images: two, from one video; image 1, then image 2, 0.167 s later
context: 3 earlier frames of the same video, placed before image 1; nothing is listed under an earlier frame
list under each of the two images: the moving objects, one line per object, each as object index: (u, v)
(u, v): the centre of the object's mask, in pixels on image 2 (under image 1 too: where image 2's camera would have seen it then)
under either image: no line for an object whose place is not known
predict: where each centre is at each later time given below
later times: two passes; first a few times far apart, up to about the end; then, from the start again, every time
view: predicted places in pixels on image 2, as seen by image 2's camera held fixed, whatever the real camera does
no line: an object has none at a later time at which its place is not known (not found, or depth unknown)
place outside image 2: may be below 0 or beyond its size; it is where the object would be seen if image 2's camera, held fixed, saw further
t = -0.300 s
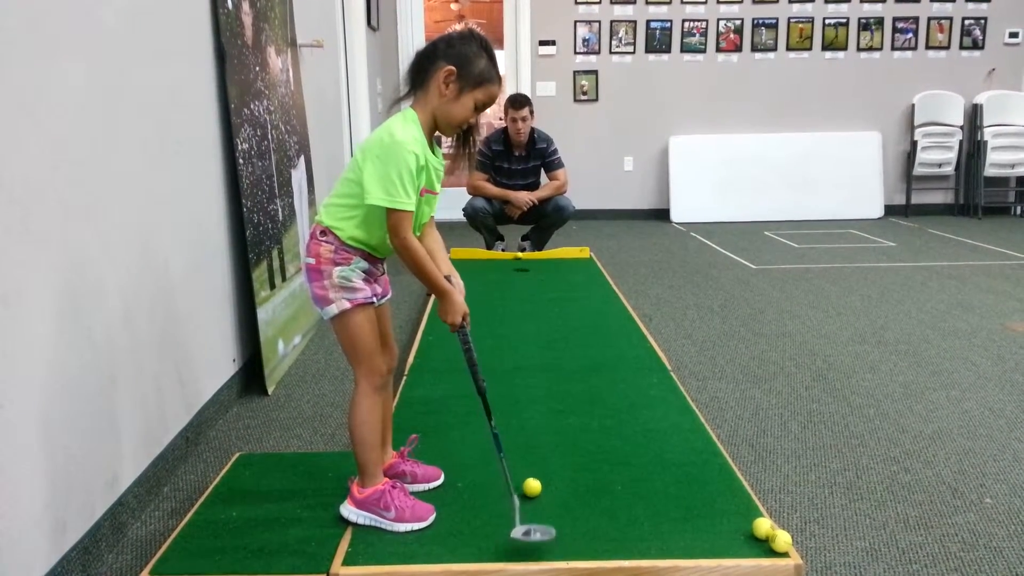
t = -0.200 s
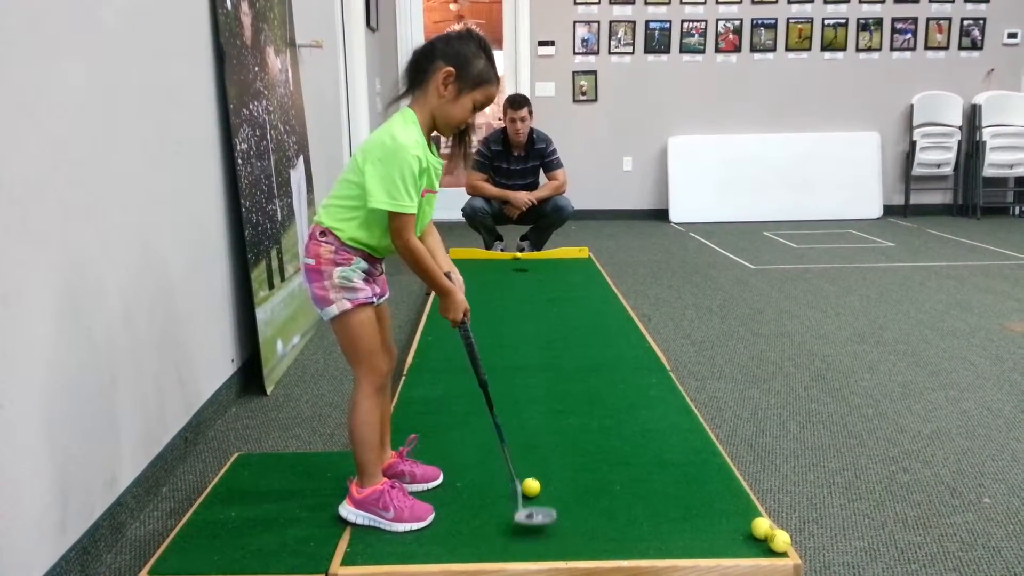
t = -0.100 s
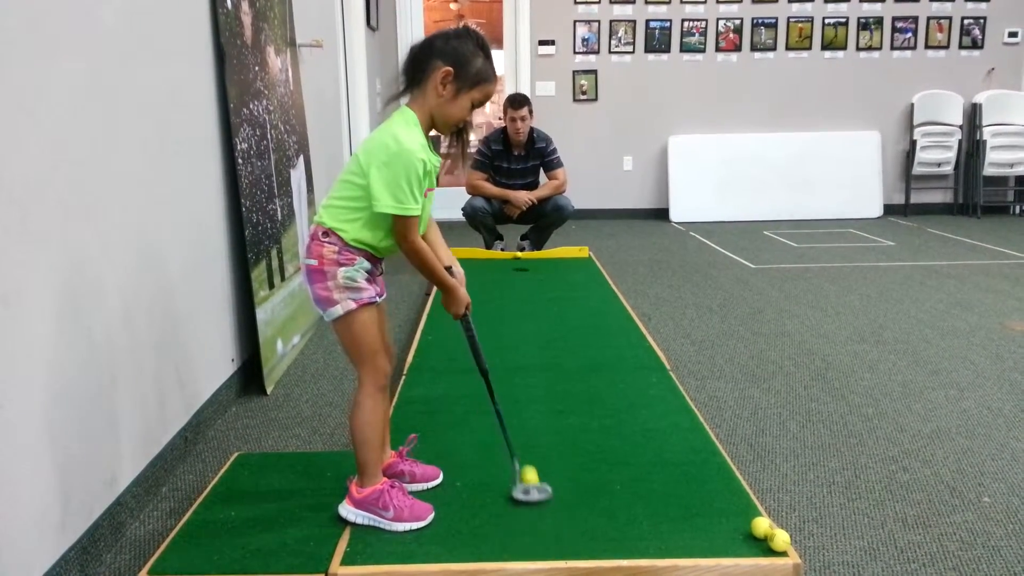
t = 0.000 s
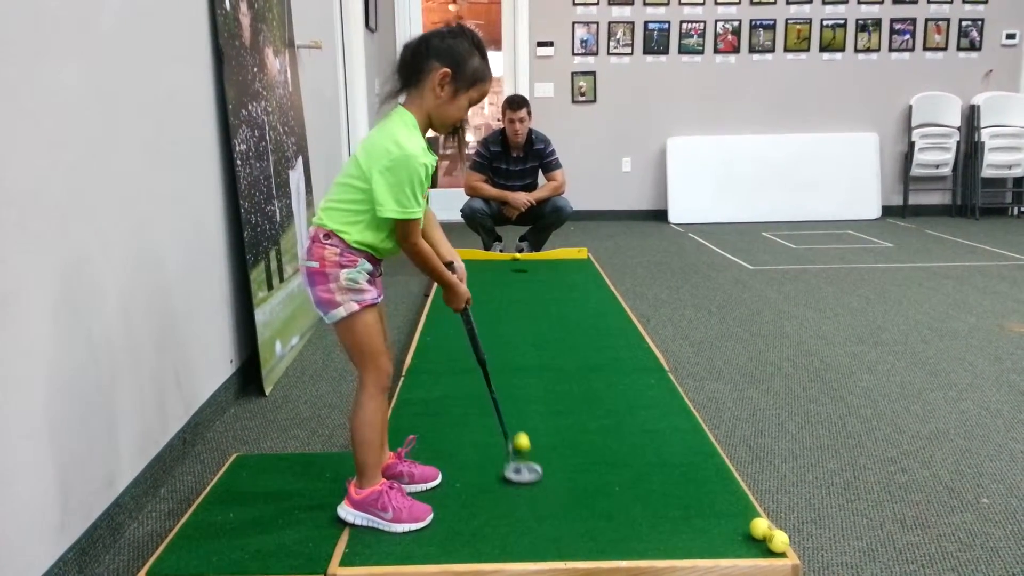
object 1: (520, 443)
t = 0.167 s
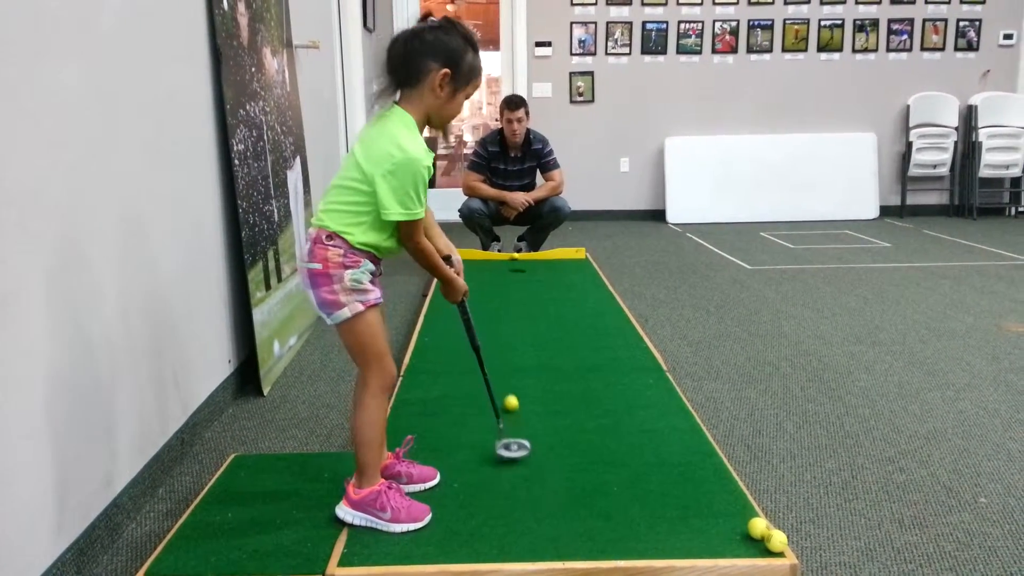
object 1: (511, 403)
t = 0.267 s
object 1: (507, 386)
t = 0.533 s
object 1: (499, 348)
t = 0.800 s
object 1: (494, 323)
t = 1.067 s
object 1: (490, 304)
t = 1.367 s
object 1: (486, 287)
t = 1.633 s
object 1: (483, 276)
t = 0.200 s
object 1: (509, 397)
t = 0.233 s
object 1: (508, 391)
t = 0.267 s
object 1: (507, 386)
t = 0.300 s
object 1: (505, 380)
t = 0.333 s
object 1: (504, 375)
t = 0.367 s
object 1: (503, 370)
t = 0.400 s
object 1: (502, 365)
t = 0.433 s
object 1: (502, 360)
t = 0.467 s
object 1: (501, 356)
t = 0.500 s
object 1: (500, 352)
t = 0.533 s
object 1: (499, 348)
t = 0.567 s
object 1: (498, 345)
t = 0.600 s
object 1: (497, 341)
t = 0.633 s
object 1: (497, 338)
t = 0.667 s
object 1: (496, 335)
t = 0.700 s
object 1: (495, 332)
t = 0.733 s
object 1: (495, 328)
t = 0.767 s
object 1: (494, 326)
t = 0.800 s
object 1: (494, 323)
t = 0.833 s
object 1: (493, 320)
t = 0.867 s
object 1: (493, 318)
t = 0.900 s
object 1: (492, 315)
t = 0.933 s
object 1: (492, 313)
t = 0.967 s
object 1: (491, 310)
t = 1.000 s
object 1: (491, 308)
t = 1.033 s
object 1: (490, 306)
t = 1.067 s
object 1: (490, 304)
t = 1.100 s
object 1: (489, 302)
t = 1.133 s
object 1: (489, 300)
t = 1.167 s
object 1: (488, 298)
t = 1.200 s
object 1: (488, 296)
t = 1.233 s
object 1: (488, 294)
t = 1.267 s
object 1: (487, 292)
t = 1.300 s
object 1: (487, 291)
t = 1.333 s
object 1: (486, 289)
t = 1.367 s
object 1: (486, 287)
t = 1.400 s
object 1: (485, 286)
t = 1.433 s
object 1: (485, 285)
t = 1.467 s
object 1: (485, 283)
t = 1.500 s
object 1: (484, 281)
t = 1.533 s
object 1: (484, 280)
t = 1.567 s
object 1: (484, 278)
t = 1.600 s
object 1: (484, 277)
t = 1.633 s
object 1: (483, 276)
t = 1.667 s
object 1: (483, 274)
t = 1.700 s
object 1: (483, 273)
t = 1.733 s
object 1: (482, 272)
